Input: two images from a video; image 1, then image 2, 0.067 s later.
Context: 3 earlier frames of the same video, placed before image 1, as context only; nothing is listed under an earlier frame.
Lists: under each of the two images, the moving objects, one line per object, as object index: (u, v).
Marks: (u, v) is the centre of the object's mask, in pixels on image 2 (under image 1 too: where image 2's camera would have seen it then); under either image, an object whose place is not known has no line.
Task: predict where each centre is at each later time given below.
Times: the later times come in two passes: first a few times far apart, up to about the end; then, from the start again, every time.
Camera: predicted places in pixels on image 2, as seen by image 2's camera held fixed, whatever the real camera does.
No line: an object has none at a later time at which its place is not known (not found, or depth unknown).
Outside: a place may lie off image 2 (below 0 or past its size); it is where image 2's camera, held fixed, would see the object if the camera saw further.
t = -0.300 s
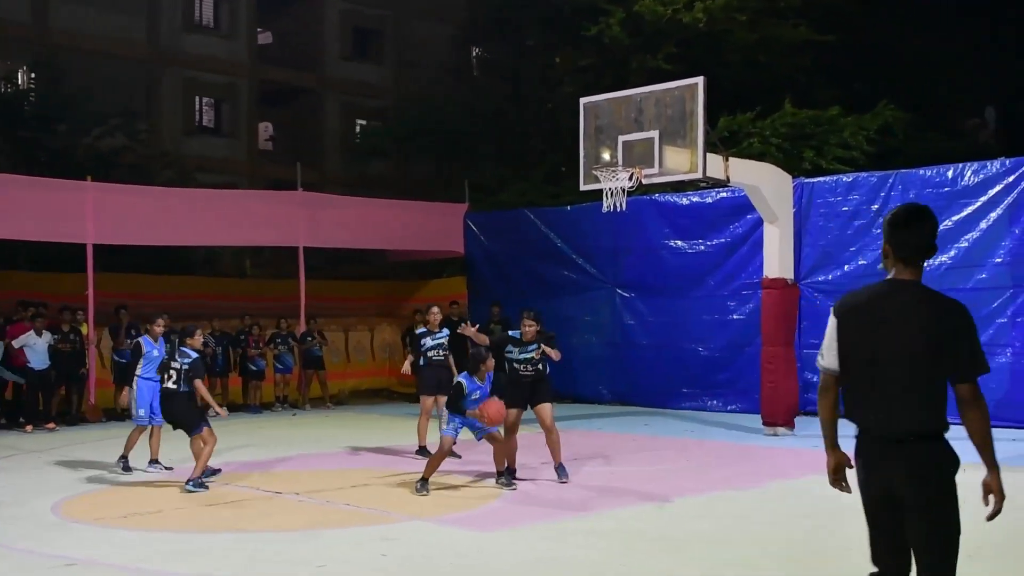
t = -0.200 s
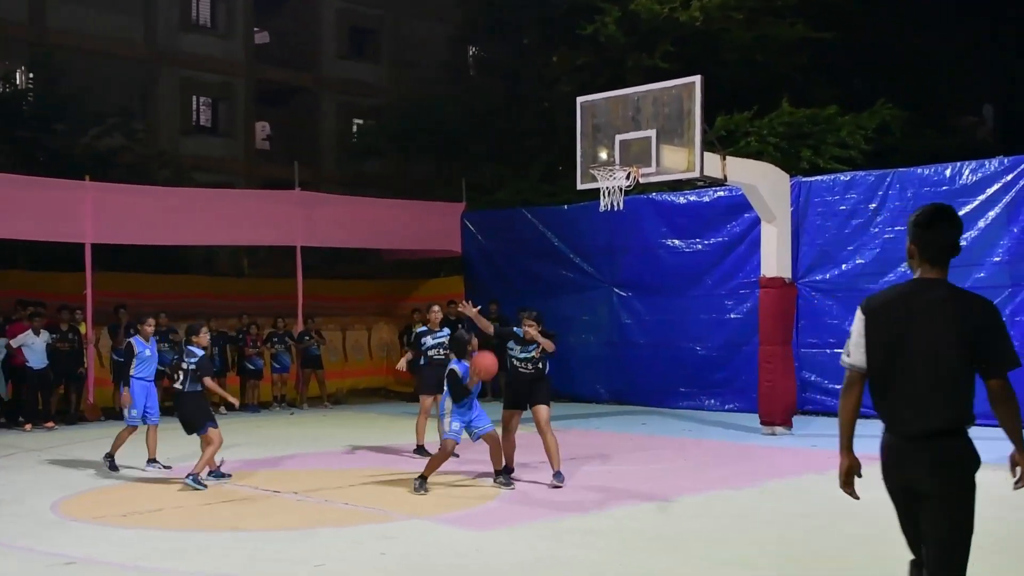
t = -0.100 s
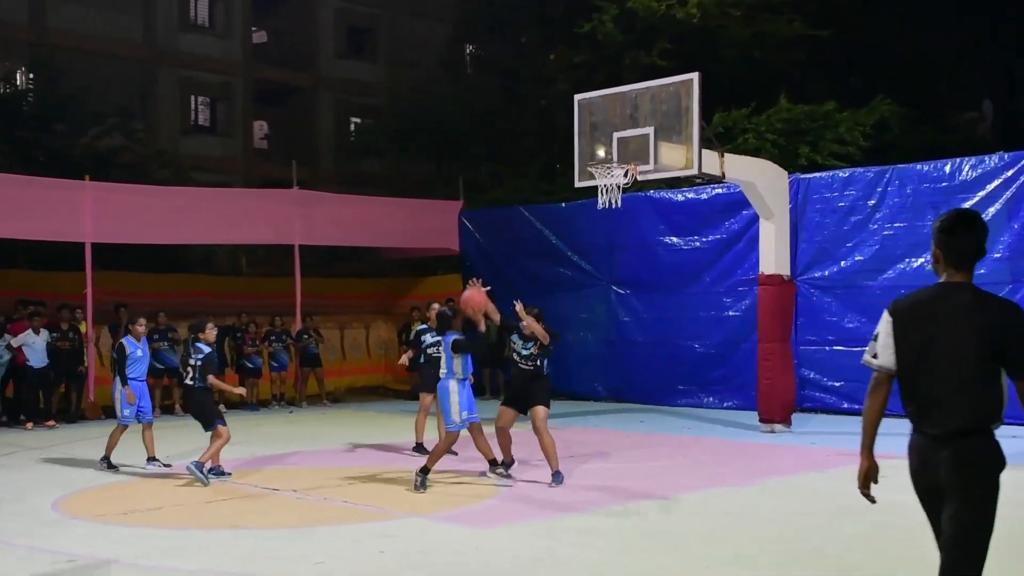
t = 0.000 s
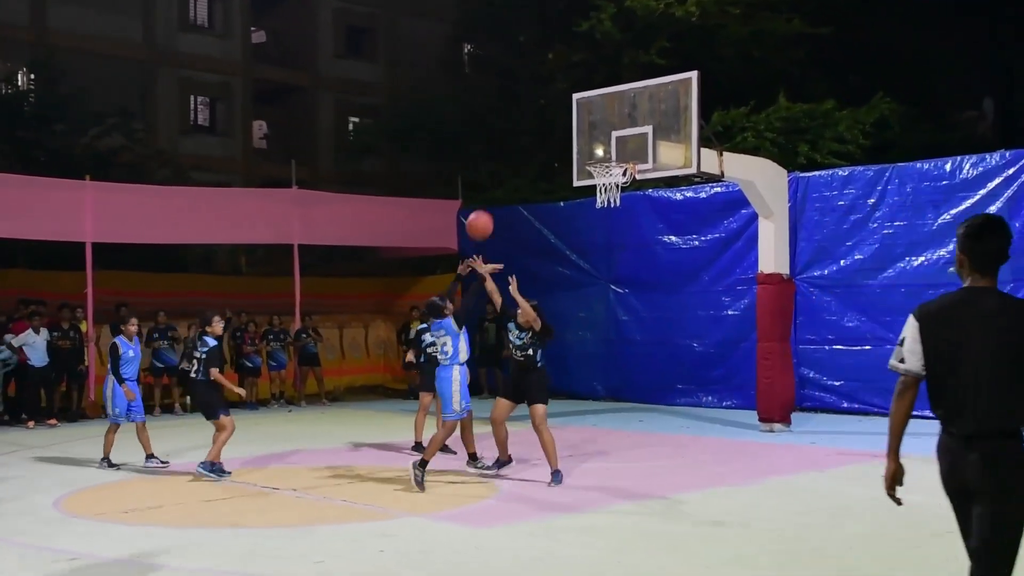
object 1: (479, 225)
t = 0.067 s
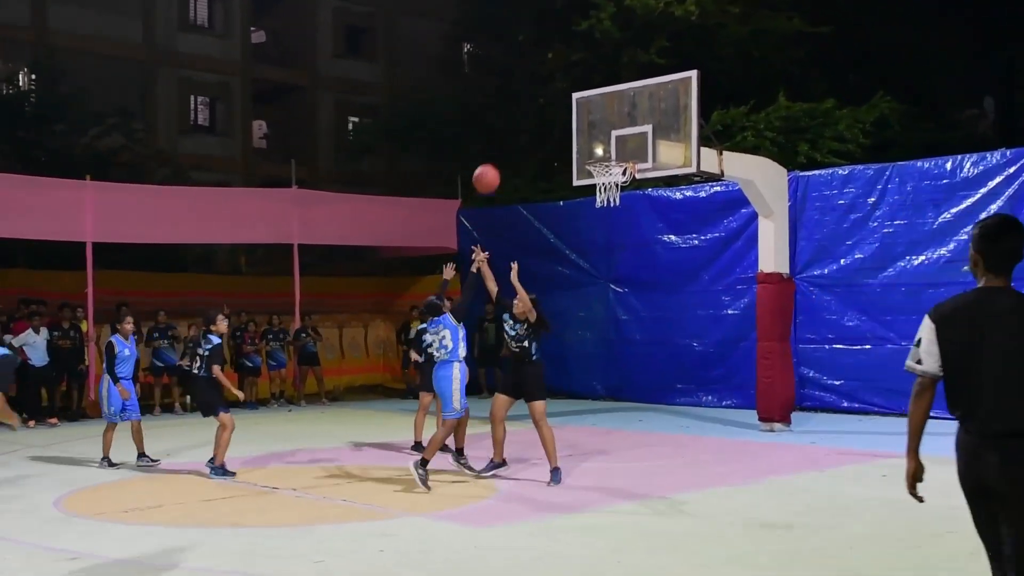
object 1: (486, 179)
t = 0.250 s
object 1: (505, 84)
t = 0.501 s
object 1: (526, 23)
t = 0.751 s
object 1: (546, 29)
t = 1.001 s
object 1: (564, 93)
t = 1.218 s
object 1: (580, 192)
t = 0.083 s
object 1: (488, 168)
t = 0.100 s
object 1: (490, 158)
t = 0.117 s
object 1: (492, 148)
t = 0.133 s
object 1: (493, 139)
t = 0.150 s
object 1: (495, 130)
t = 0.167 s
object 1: (497, 121)
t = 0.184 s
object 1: (498, 113)
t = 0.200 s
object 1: (500, 105)
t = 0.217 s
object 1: (502, 98)
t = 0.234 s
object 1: (503, 91)
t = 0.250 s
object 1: (505, 84)
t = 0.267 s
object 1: (506, 78)
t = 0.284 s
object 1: (508, 72)
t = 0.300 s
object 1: (509, 66)
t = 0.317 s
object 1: (510, 61)
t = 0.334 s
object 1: (512, 56)
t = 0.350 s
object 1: (513, 51)
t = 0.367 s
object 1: (515, 47)
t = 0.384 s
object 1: (516, 43)
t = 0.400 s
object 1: (518, 39)
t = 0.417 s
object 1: (519, 35)
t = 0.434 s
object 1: (521, 32)
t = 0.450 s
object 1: (522, 30)
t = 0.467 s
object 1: (524, 27)
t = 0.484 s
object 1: (525, 25)
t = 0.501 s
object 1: (526, 23)
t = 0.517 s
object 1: (528, 21)
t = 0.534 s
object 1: (529, 20)
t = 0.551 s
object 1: (530, 19)
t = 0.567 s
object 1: (532, 19)
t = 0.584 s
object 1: (533, 18)
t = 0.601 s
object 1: (534, 18)
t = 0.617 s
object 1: (536, 18)
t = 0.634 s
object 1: (537, 19)
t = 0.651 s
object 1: (538, 19)
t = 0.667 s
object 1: (540, 20)
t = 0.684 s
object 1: (541, 21)
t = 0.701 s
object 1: (542, 23)
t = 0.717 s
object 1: (543, 25)
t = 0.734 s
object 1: (545, 27)
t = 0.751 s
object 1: (546, 29)
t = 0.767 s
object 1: (547, 31)
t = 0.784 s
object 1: (549, 35)
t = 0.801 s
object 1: (550, 38)
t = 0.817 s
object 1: (551, 41)
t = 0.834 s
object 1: (552, 45)
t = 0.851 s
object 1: (554, 49)
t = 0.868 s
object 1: (555, 52)
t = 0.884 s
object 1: (556, 56)
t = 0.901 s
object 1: (557, 61)
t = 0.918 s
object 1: (558, 66)
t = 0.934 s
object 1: (560, 71)
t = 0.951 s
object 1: (561, 76)
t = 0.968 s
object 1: (562, 82)
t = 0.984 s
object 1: (563, 88)
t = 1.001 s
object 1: (564, 93)
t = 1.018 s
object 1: (565, 99)
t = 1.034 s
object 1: (567, 106)
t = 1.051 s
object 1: (568, 113)
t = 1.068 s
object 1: (569, 120)
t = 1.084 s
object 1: (571, 127)
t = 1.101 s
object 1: (572, 134)
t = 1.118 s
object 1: (572, 142)
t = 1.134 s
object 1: (573, 150)
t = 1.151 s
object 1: (575, 158)
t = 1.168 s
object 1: (576, 165)
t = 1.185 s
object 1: (577, 174)
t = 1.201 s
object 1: (579, 183)
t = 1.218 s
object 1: (580, 192)
